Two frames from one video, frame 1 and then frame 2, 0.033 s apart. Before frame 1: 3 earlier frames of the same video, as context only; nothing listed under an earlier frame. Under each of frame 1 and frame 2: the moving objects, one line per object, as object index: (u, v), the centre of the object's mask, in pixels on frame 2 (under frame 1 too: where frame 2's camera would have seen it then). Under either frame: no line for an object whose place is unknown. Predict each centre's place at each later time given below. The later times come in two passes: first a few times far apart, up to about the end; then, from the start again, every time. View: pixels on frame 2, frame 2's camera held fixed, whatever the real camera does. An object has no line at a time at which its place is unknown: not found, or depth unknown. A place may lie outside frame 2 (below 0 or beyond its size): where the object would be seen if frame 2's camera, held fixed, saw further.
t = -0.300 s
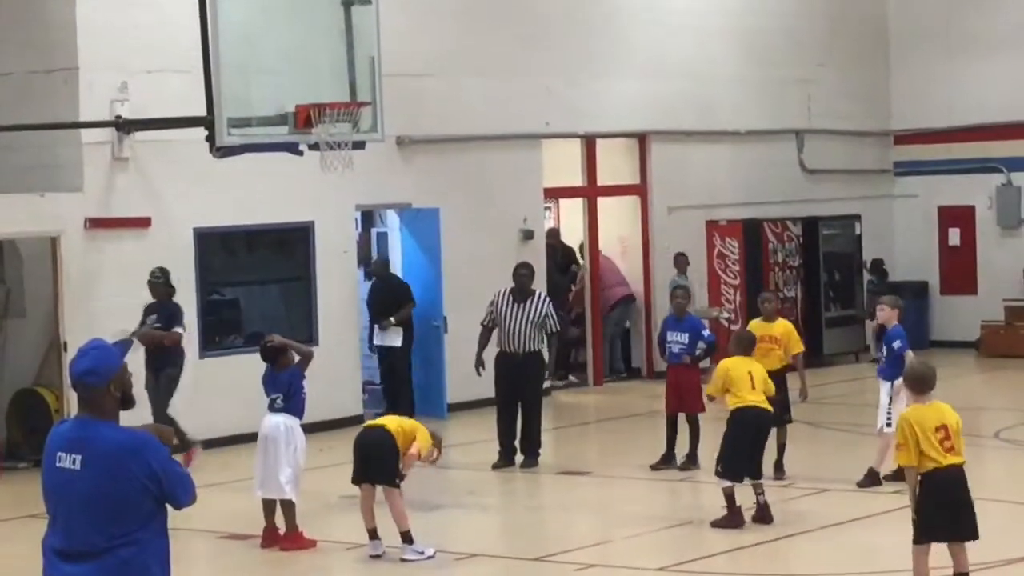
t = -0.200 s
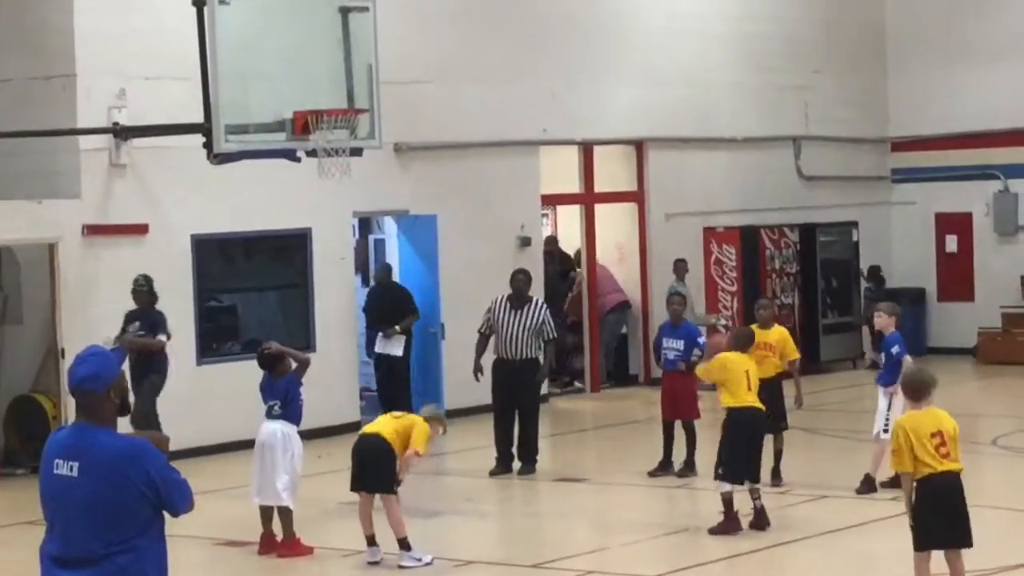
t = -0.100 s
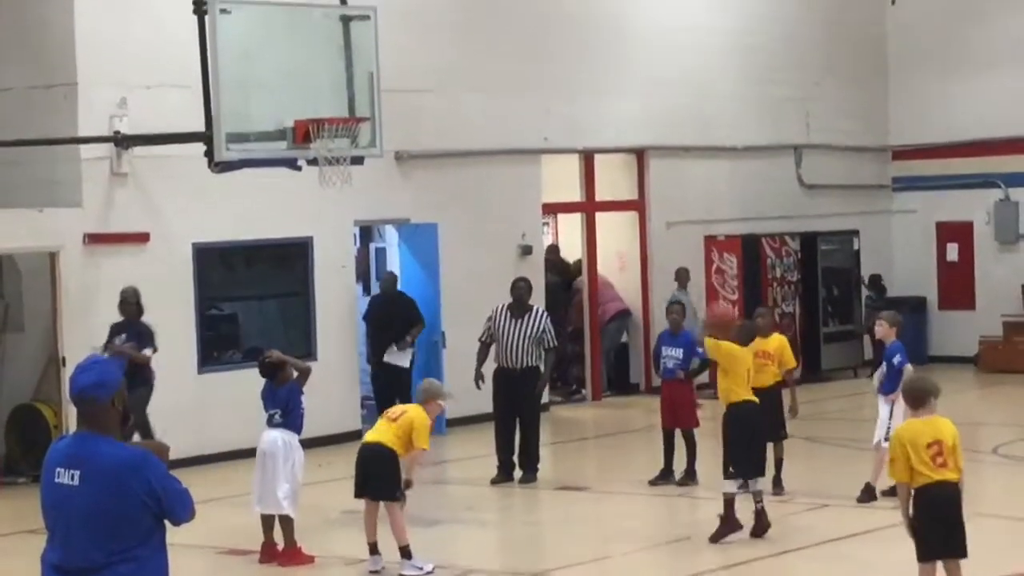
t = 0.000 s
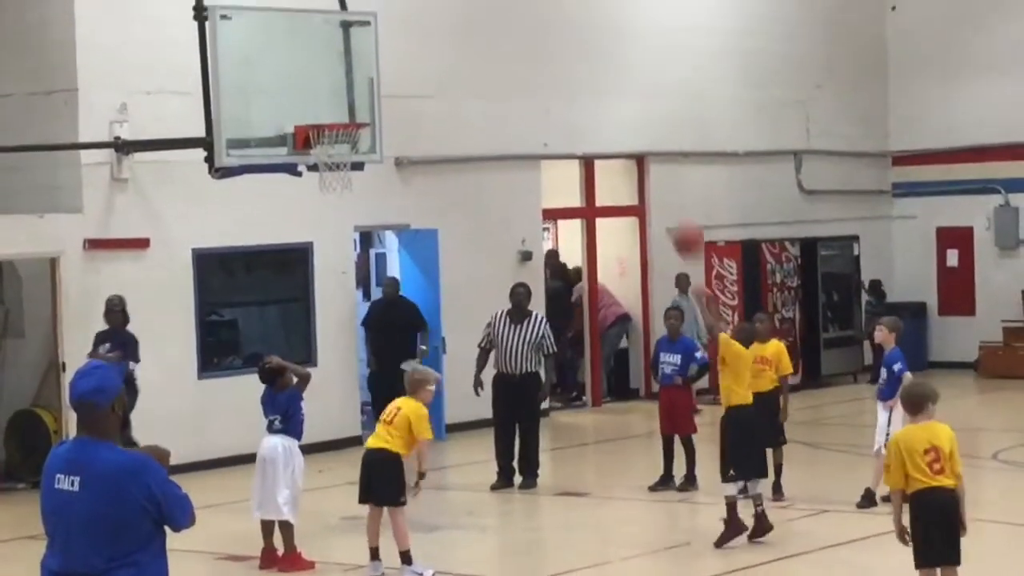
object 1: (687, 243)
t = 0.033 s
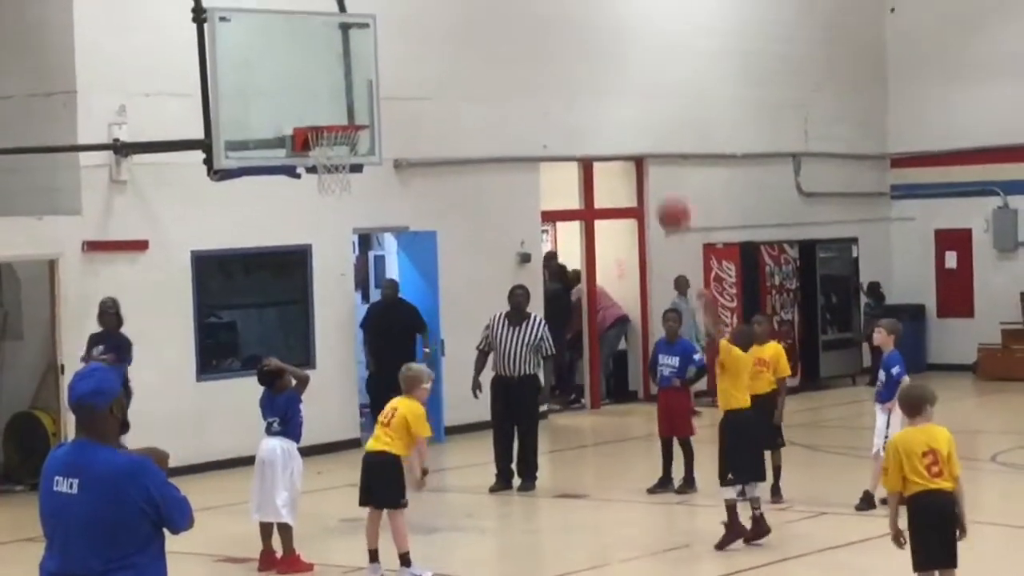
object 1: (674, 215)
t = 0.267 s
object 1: (581, 71)
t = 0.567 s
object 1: (475, 6)
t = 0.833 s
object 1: (392, 36)
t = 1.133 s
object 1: (334, 140)
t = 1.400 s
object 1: (338, 218)
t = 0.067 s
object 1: (660, 190)
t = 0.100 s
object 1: (647, 165)
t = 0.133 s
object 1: (633, 144)
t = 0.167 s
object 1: (620, 123)
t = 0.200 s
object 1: (607, 104)
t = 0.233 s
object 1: (594, 86)
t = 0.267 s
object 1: (581, 71)
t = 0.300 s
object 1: (569, 57)
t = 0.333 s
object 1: (557, 44)
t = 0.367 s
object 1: (545, 33)
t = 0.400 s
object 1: (532, 24)
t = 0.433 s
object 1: (520, 16)
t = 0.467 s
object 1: (509, 11)
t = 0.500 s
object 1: (497, 9)
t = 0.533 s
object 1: (486, 8)
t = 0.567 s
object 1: (475, 6)
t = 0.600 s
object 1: (464, 6)
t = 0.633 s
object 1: (454, 7)
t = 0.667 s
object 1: (443, 8)
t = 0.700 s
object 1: (433, 10)
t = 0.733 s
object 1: (422, 13)
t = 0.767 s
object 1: (412, 19)
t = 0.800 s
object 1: (402, 26)
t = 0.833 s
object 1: (392, 36)
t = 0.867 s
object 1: (382, 47)
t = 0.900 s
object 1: (373, 59)
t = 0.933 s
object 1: (364, 72)
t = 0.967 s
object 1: (353, 88)
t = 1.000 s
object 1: (344, 103)
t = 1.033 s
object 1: (336, 121)
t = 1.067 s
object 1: (333, 124)
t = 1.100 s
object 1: (334, 132)
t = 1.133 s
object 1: (334, 140)
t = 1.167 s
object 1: (334, 146)
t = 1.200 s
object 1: (336, 157)
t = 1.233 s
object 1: (336, 166)
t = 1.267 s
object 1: (337, 175)
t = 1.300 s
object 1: (337, 181)
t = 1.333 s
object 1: (338, 194)
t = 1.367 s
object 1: (338, 206)
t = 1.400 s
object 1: (338, 218)
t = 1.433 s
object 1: (338, 231)
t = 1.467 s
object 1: (339, 247)
